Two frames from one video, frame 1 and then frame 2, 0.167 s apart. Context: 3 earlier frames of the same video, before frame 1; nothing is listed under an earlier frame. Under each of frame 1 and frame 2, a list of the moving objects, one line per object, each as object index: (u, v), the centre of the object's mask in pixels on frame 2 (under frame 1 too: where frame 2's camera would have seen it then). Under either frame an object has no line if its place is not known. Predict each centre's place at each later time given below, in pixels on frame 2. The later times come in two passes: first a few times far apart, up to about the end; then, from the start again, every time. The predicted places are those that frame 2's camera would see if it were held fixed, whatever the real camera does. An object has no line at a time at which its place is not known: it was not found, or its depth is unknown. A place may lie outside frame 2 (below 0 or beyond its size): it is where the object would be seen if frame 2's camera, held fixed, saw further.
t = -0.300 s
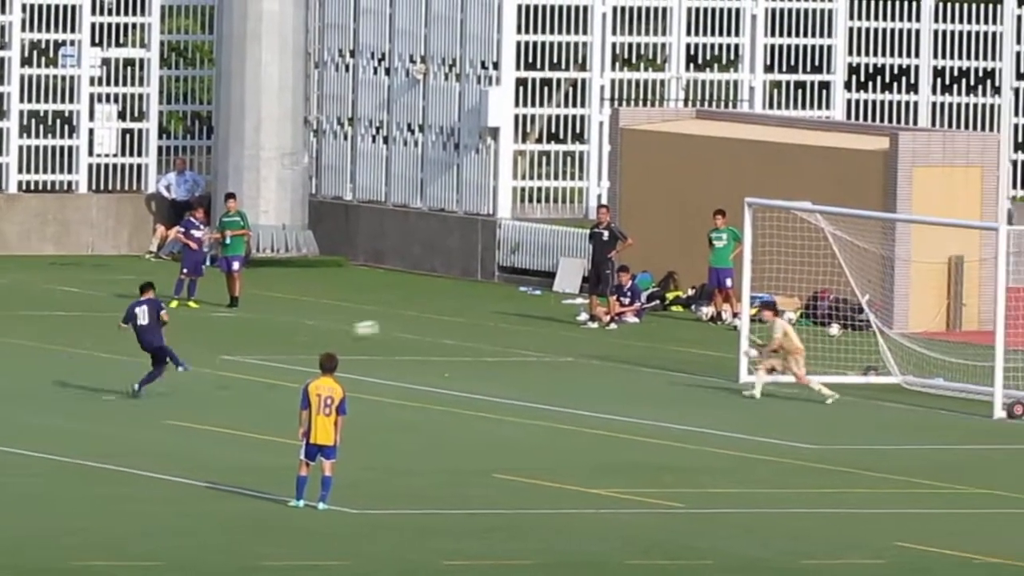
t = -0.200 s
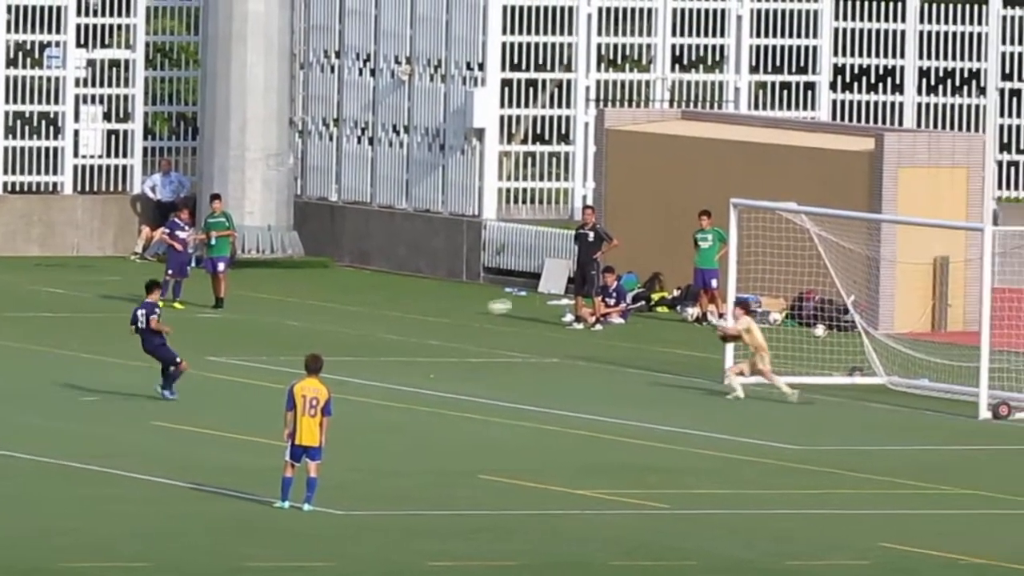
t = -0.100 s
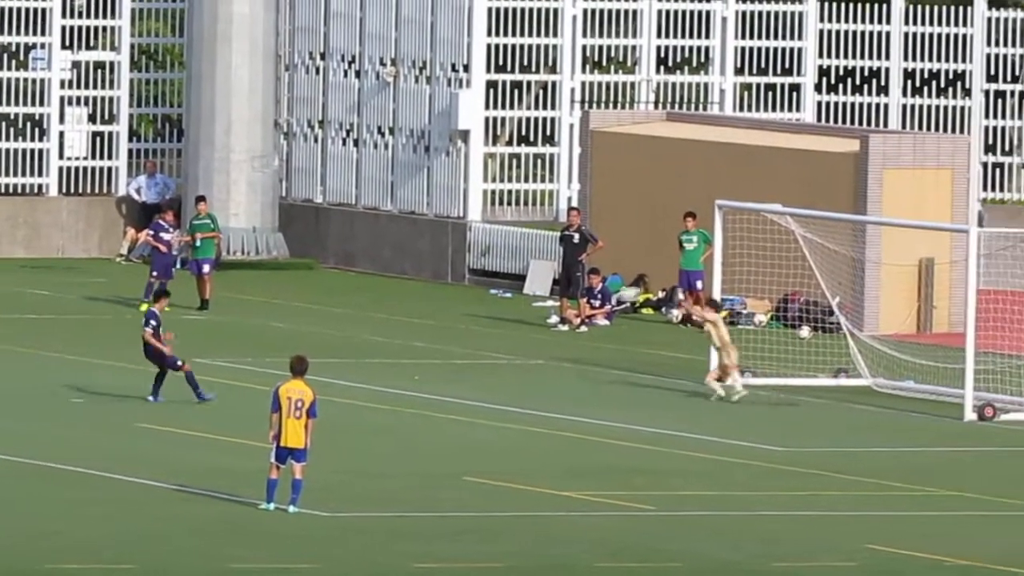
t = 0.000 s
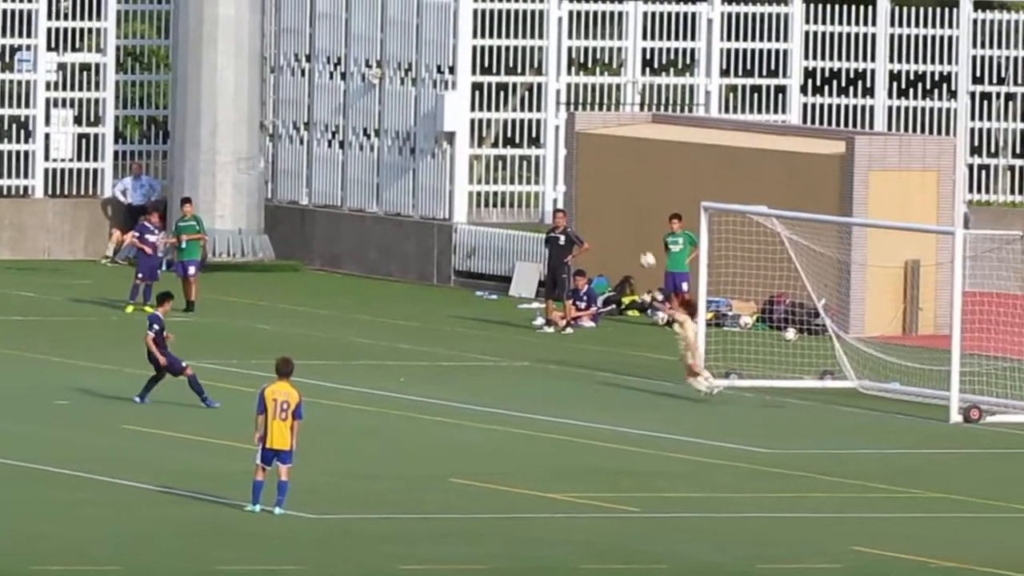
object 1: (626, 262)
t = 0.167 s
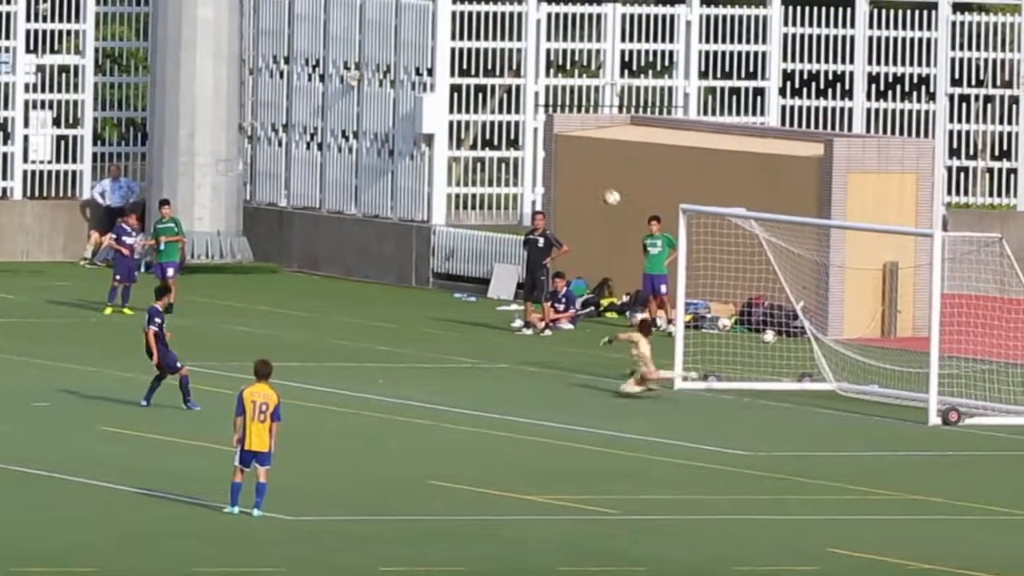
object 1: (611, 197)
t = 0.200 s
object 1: (609, 188)
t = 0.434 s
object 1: (596, 140)
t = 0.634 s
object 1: (590, 132)
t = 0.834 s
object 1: (587, 150)
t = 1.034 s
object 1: (586, 194)
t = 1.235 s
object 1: (588, 261)
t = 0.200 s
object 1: (609, 188)
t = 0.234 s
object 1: (607, 178)
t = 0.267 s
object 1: (605, 170)
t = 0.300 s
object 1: (603, 162)
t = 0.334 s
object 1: (601, 155)
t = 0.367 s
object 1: (600, 150)
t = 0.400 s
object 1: (598, 144)
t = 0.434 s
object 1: (596, 140)
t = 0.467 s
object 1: (595, 139)
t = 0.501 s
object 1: (593, 134)
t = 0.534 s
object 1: (592, 133)
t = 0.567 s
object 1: (592, 131)
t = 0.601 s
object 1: (592, 131)
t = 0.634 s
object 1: (590, 132)
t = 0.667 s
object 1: (589, 133)
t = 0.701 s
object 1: (589, 135)
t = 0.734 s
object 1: (588, 137)
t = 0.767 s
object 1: (588, 141)
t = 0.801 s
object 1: (587, 145)
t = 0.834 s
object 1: (587, 150)
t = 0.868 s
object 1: (587, 155)
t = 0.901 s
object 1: (586, 161)
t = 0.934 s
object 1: (586, 169)
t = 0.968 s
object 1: (586, 176)
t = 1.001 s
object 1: (587, 185)
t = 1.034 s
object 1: (586, 194)
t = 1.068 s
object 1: (586, 203)
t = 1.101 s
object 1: (586, 214)
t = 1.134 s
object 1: (587, 225)
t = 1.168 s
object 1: (587, 237)
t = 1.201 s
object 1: (587, 249)
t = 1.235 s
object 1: (588, 261)
